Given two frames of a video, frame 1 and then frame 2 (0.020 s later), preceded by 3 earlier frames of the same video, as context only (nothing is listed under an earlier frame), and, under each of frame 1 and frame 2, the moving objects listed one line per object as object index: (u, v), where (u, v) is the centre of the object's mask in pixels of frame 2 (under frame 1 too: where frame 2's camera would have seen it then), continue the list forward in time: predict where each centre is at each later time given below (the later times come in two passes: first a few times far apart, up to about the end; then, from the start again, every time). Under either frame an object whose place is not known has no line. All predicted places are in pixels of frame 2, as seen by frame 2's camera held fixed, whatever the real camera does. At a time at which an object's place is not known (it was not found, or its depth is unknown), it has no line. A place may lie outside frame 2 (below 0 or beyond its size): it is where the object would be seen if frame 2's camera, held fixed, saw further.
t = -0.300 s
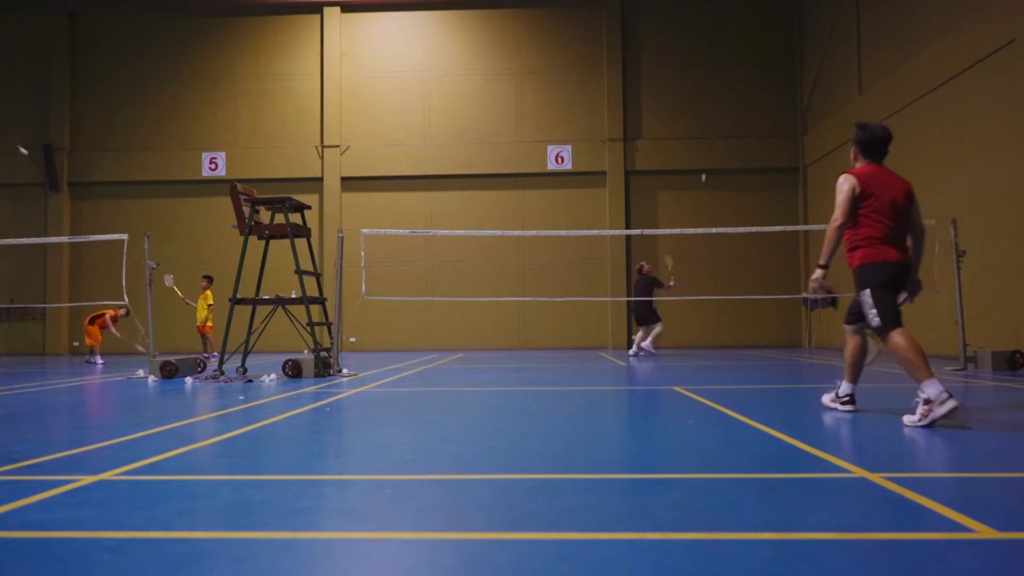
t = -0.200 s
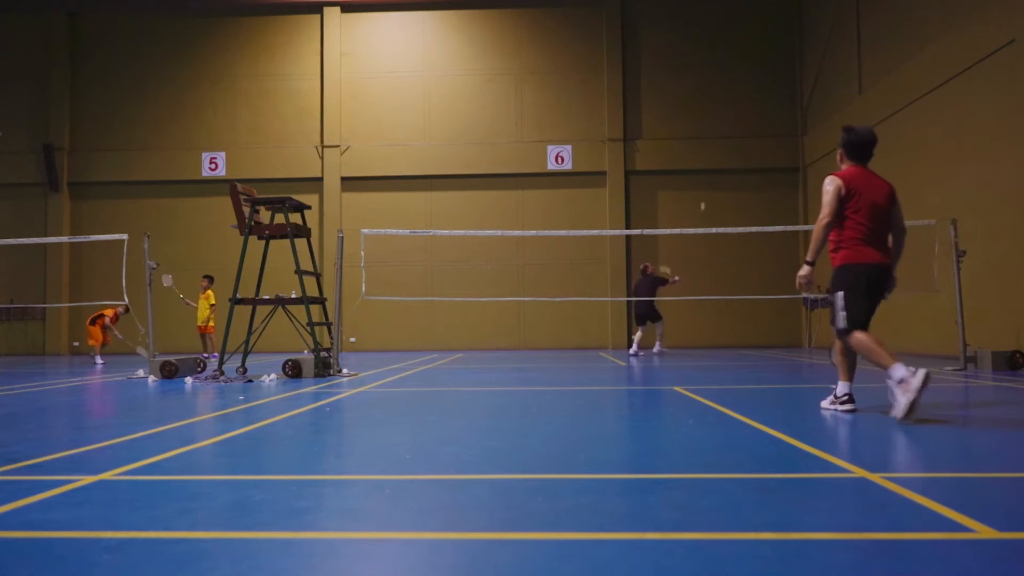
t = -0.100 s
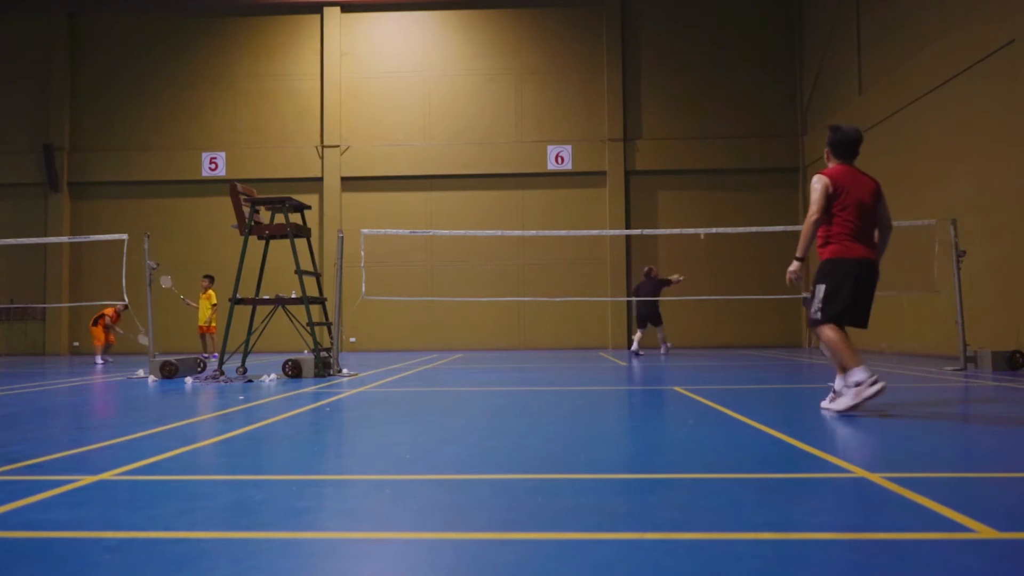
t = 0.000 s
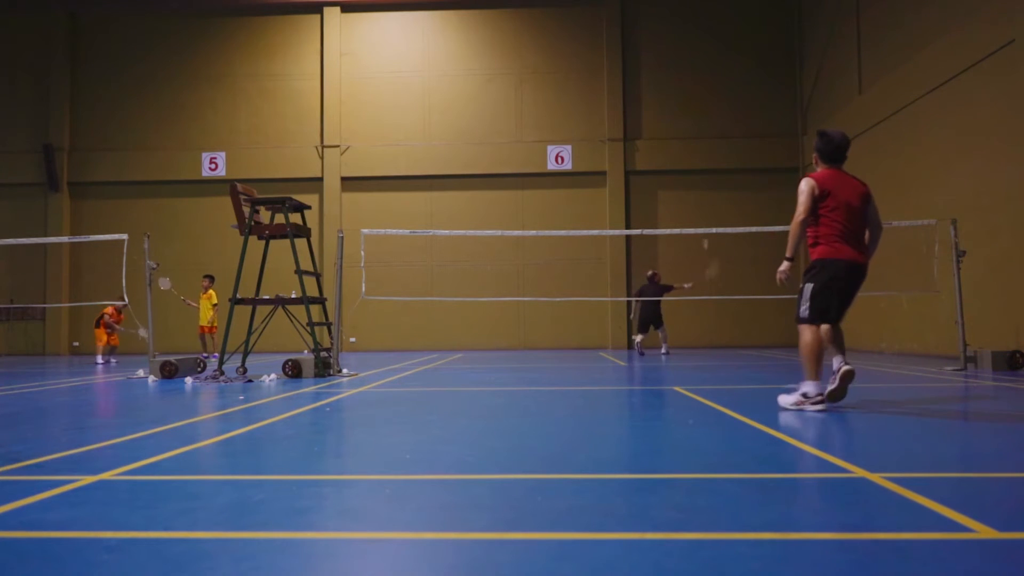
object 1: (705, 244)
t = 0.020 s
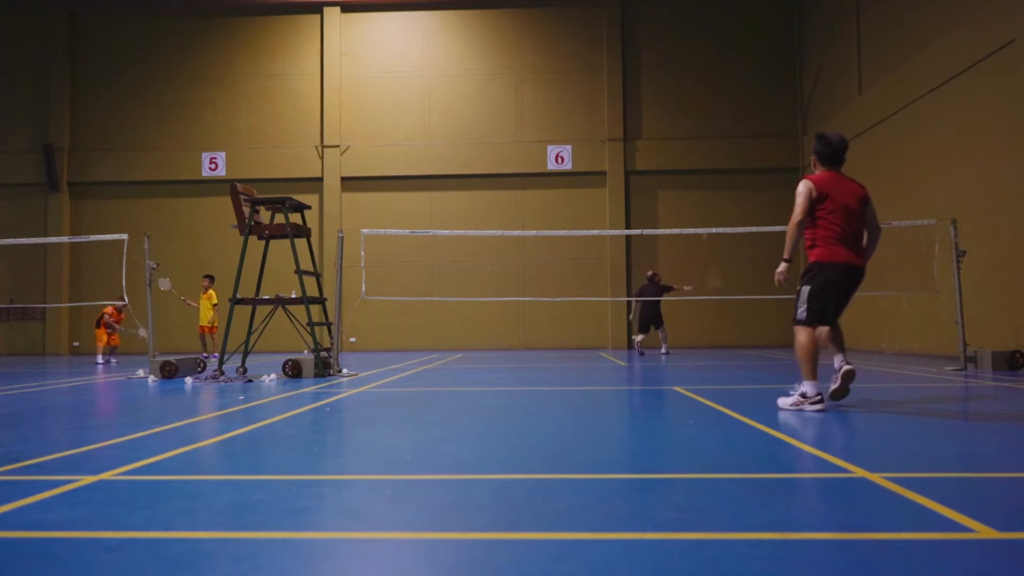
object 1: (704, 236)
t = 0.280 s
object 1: (709, 159)
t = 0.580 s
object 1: (718, 137)
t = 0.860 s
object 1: (728, 179)
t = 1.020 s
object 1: (734, 230)
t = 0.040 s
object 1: (703, 225)
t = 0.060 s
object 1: (703, 220)
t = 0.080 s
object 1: (704, 212)
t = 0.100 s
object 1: (704, 205)
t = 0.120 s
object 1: (705, 198)
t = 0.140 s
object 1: (705, 192)
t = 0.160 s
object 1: (706, 186)
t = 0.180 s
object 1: (707, 181)
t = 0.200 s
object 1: (707, 175)
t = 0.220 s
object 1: (708, 171)
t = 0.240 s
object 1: (708, 167)
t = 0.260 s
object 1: (709, 163)
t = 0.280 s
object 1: (709, 159)
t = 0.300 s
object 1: (710, 155)
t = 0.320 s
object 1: (710, 152)
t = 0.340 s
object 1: (711, 149)
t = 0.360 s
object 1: (712, 147)
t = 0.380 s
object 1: (712, 144)
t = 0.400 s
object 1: (713, 142)
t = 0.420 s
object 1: (713, 140)
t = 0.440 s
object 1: (713, 139)
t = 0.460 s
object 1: (714, 138)
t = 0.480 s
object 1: (715, 137)
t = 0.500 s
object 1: (715, 136)
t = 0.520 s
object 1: (716, 136)
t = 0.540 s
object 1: (717, 136)
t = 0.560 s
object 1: (717, 136)
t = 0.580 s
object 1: (718, 137)
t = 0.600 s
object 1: (718, 137)
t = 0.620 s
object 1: (719, 138)
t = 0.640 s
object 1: (720, 140)
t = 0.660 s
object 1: (720, 142)
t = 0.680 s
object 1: (721, 144)
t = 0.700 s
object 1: (721, 147)
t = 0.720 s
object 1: (722, 150)
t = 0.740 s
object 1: (723, 153)
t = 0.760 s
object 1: (724, 156)
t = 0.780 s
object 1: (724, 160)
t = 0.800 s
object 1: (725, 164)
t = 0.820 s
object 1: (726, 168)
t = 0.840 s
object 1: (727, 173)
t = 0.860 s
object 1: (728, 179)
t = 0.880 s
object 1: (728, 184)
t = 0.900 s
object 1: (729, 190)
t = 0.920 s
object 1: (729, 196)
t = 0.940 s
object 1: (730, 202)
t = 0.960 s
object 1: (731, 208)
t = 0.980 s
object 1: (732, 215)
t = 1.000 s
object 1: (733, 222)
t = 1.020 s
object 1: (734, 230)
